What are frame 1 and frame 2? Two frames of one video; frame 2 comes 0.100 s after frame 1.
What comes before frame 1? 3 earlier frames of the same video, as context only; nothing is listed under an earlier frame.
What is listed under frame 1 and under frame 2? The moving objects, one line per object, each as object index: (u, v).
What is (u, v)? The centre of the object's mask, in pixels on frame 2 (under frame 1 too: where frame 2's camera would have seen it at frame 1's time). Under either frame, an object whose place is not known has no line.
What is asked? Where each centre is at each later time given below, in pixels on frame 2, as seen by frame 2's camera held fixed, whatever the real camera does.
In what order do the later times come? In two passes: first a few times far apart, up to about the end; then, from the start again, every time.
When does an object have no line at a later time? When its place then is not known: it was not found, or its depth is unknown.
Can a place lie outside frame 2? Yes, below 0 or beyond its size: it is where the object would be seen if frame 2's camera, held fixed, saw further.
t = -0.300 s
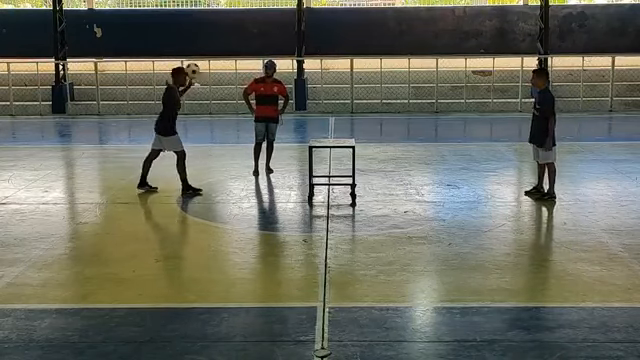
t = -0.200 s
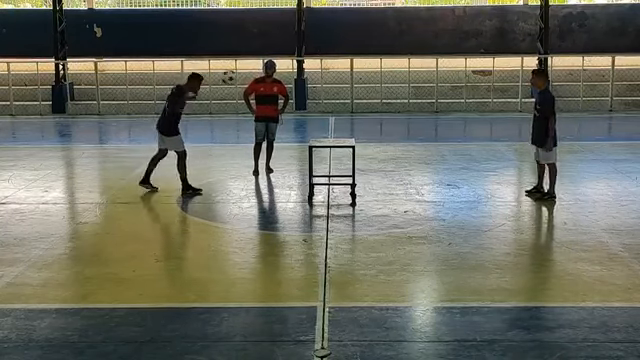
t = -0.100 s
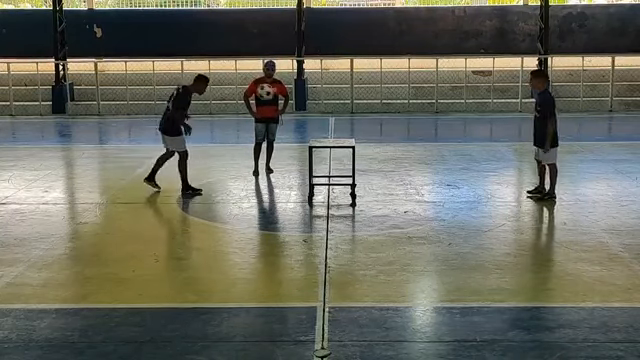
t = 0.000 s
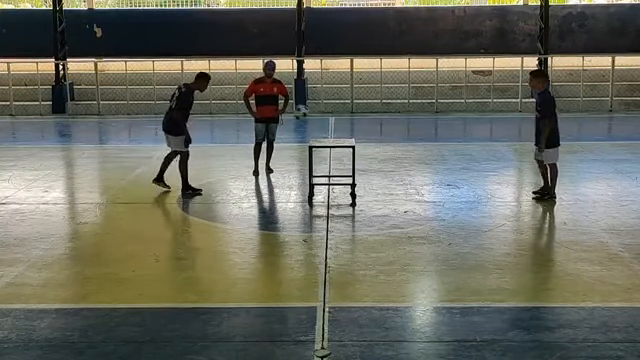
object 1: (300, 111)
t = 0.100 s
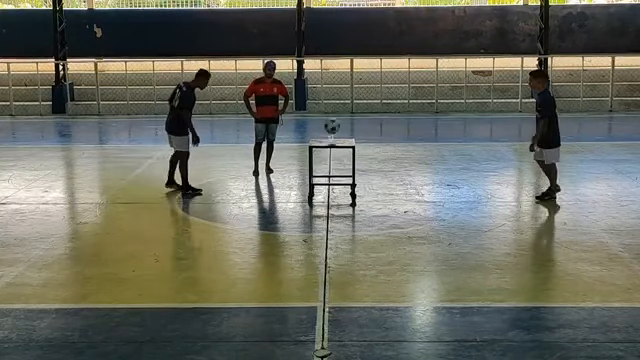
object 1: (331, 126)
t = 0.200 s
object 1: (352, 106)
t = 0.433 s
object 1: (400, 91)
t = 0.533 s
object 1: (419, 94)
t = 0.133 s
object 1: (338, 118)
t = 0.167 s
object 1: (346, 112)
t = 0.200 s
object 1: (352, 106)
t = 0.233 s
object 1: (359, 102)
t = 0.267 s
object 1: (366, 98)
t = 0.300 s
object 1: (372, 96)
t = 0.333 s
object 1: (378, 93)
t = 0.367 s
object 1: (386, 91)
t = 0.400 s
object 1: (393, 90)
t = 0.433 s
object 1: (400, 91)
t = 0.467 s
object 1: (406, 91)
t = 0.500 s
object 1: (412, 93)
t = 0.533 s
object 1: (419, 94)
